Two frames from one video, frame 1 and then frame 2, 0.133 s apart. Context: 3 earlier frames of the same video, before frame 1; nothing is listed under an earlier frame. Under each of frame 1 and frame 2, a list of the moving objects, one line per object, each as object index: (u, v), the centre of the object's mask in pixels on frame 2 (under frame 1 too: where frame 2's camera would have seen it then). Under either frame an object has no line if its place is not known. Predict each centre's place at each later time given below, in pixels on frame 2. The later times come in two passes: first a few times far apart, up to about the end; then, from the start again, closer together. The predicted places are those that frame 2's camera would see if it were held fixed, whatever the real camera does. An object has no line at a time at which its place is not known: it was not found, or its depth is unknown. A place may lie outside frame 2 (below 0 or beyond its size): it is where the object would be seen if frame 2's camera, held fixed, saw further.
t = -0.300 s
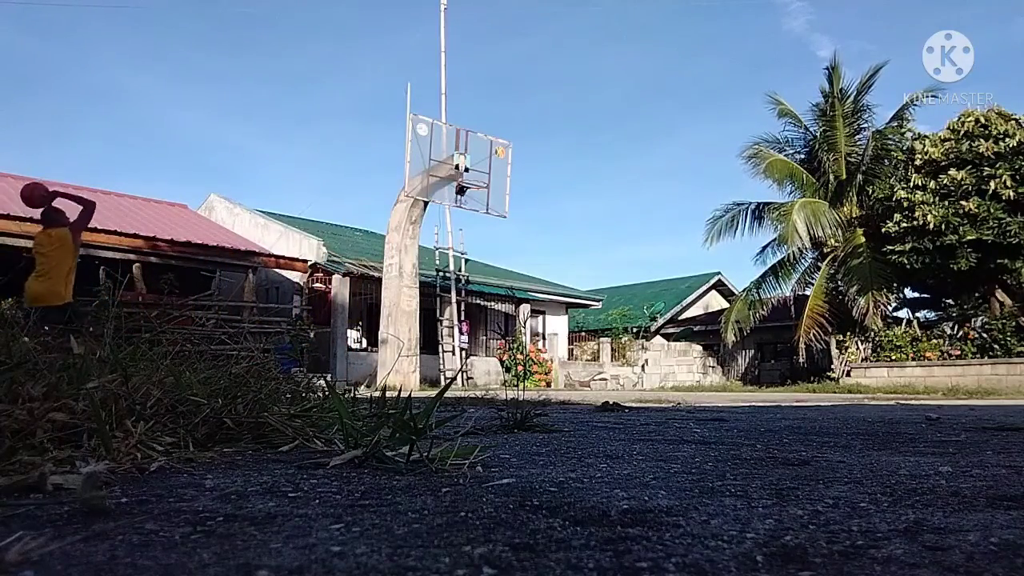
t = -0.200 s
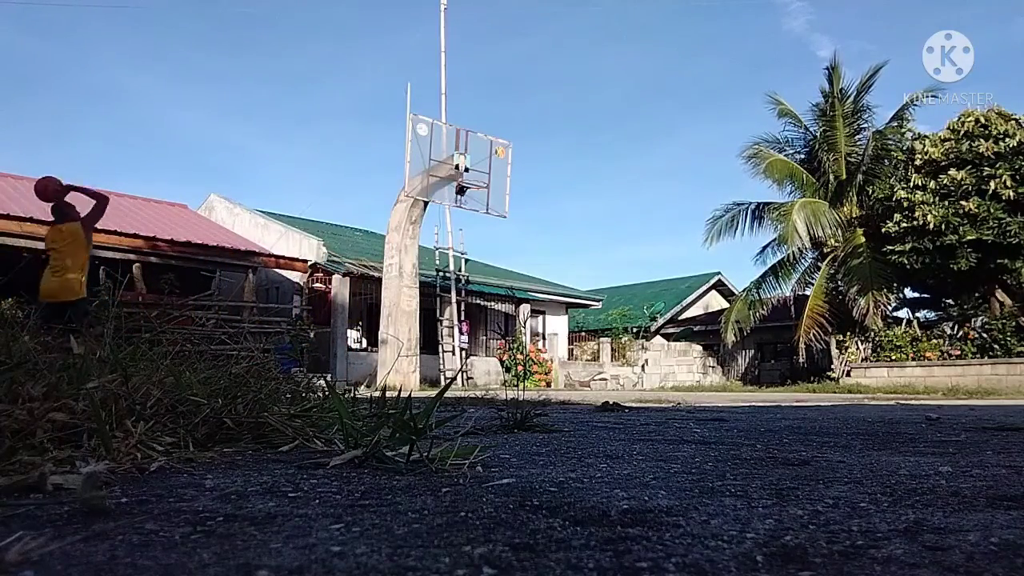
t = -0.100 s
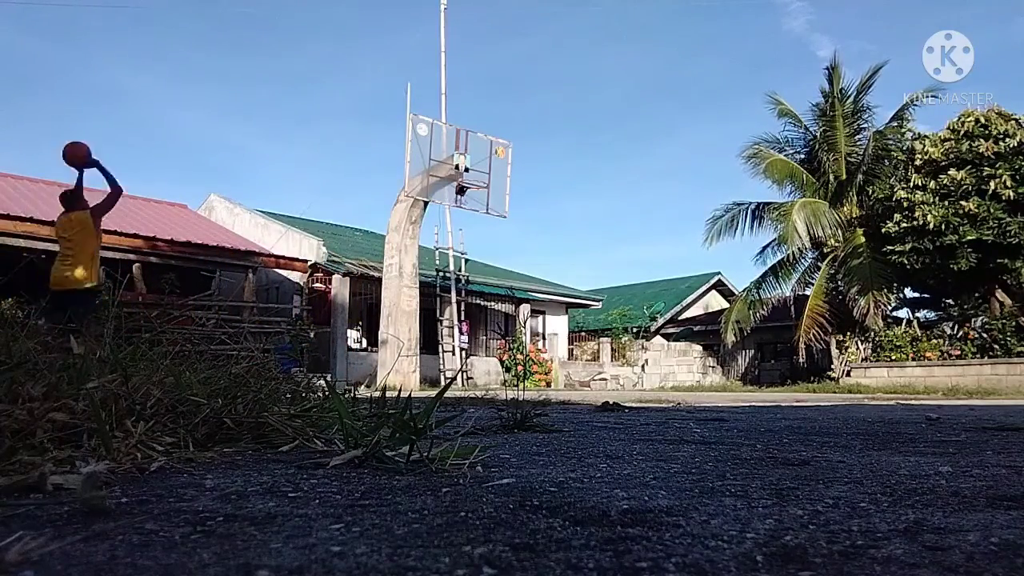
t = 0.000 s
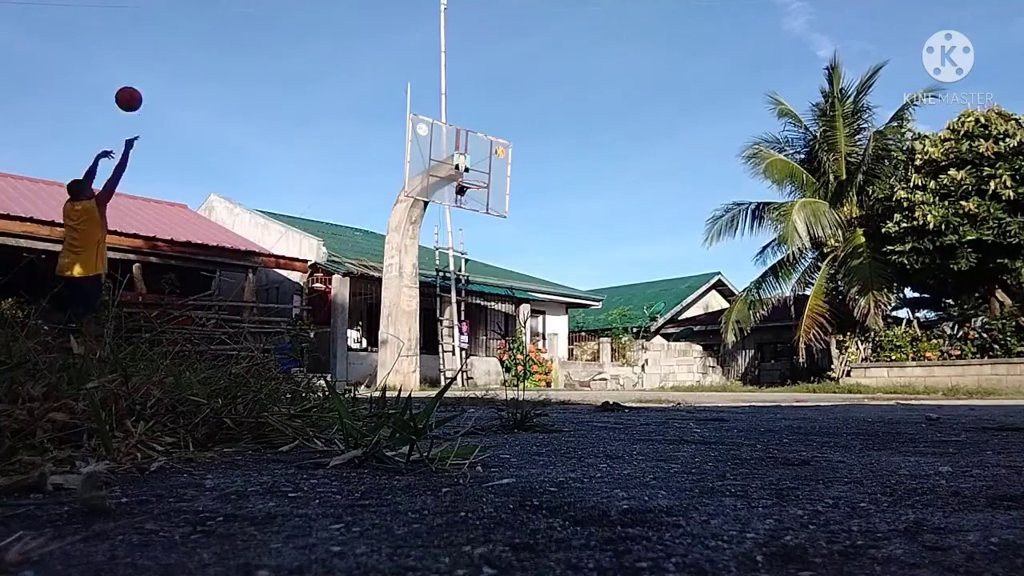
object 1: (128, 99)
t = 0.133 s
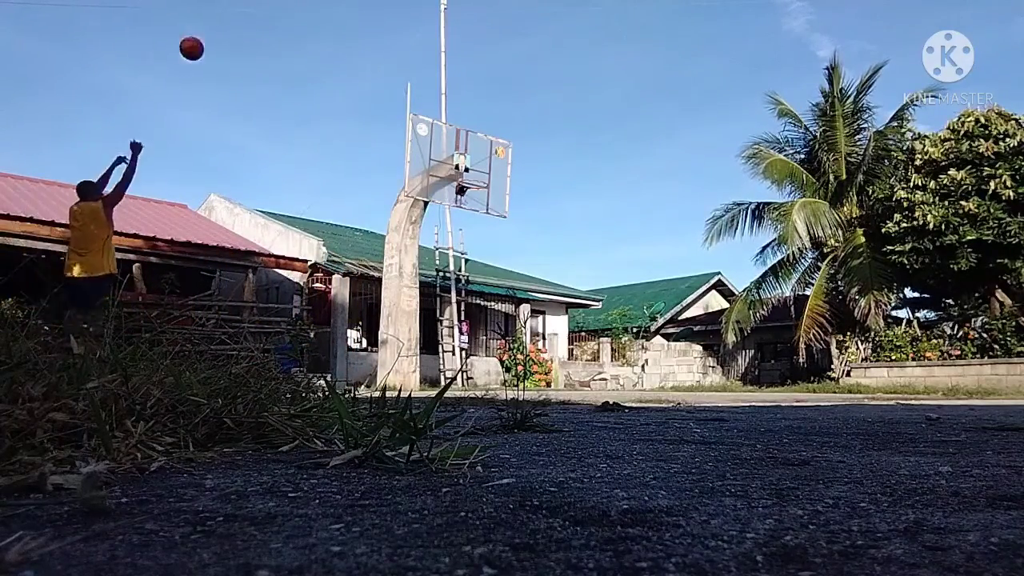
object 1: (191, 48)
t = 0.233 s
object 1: (232, 25)
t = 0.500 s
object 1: (320, 13)
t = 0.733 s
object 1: (380, 45)
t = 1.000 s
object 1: (435, 119)
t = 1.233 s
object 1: (477, 167)
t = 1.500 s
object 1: (524, 167)
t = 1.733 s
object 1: (560, 200)
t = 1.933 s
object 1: (588, 249)
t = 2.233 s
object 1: (628, 354)
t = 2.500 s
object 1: (650, 332)
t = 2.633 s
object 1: (662, 307)
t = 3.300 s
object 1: (713, 321)
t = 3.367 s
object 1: (718, 334)
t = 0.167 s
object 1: (206, 39)
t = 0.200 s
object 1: (219, 32)
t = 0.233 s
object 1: (232, 25)
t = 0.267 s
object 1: (245, 20)
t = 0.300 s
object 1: (257, 16)
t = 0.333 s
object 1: (268, 13)
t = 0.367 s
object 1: (280, 11)
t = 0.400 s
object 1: (290, 11)
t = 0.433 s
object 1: (301, 10)
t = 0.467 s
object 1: (311, 11)
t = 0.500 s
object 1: (320, 13)
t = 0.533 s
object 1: (330, 16)
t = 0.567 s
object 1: (339, 19)
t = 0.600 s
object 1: (348, 23)
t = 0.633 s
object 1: (356, 27)
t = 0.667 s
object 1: (364, 33)
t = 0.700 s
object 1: (372, 39)
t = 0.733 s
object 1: (380, 45)
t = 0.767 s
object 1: (388, 53)
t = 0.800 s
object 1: (395, 60)
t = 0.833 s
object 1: (402, 69)
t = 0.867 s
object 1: (409, 78)
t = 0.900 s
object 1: (416, 87)
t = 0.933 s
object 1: (423, 97)
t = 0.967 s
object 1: (429, 108)
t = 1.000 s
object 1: (435, 119)
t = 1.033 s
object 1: (441, 130)
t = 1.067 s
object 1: (447, 142)
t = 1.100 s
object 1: (454, 154)
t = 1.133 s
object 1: (459, 166)
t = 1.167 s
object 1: (463, 174)
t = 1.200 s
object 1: (470, 172)
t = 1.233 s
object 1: (477, 167)
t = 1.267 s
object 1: (483, 165)
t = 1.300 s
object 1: (490, 163)
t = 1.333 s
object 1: (495, 162)
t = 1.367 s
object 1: (501, 161)
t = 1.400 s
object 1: (507, 161)
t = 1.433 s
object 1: (512, 163)
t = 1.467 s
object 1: (518, 165)
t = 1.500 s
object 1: (524, 167)
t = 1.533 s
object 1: (529, 170)
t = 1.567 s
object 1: (535, 174)
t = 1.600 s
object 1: (540, 178)
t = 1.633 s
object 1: (545, 183)
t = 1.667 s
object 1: (550, 188)
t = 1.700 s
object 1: (555, 193)
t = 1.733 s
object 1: (560, 200)
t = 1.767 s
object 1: (565, 207)
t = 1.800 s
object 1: (570, 214)
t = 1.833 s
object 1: (574, 223)
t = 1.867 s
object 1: (578, 231)
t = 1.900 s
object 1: (583, 239)
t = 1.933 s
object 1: (588, 249)
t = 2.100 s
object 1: (608, 303)
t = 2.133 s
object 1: (614, 315)
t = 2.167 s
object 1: (618, 328)
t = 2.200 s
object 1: (621, 341)
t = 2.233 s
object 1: (628, 354)
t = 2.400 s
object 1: (642, 356)
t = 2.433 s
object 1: (645, 347)
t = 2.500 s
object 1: (650, 332)
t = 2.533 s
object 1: (653, 325)
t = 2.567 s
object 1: (657, 318)
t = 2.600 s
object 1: (659, 312)
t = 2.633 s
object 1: (662, 307)
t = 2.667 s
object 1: (665, 302)
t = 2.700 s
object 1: (667, 299)
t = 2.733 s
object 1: (671, 295)
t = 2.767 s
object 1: (673, 292)
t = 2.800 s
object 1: (676, 289)
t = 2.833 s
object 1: (678, 288)
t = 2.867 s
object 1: (681, 287)
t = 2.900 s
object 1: (684, 287)
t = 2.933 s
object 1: (687, 287)
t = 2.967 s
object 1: (688, 288)
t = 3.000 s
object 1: (691, 289)
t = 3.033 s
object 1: (693, 290)
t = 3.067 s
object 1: (697, 293)
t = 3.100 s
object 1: (698, 295)
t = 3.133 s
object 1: (700, 299)
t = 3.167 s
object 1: (702, 302)
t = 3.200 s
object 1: (706, 307)
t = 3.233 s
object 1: (708, 311)
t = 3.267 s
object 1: (710, 315)
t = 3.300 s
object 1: (713, 321)
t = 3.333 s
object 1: (715, 327)
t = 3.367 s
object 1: (718, 334)
